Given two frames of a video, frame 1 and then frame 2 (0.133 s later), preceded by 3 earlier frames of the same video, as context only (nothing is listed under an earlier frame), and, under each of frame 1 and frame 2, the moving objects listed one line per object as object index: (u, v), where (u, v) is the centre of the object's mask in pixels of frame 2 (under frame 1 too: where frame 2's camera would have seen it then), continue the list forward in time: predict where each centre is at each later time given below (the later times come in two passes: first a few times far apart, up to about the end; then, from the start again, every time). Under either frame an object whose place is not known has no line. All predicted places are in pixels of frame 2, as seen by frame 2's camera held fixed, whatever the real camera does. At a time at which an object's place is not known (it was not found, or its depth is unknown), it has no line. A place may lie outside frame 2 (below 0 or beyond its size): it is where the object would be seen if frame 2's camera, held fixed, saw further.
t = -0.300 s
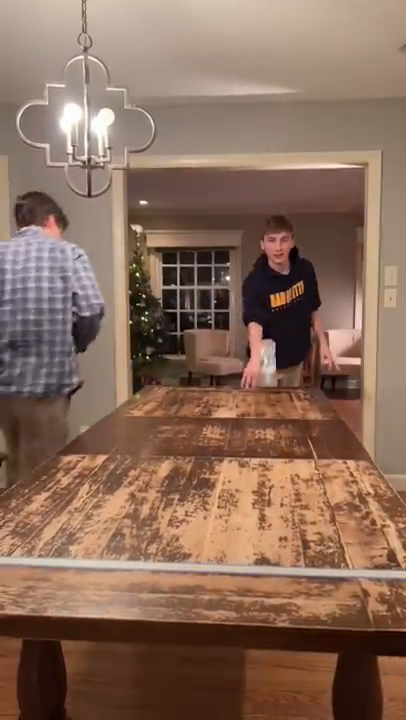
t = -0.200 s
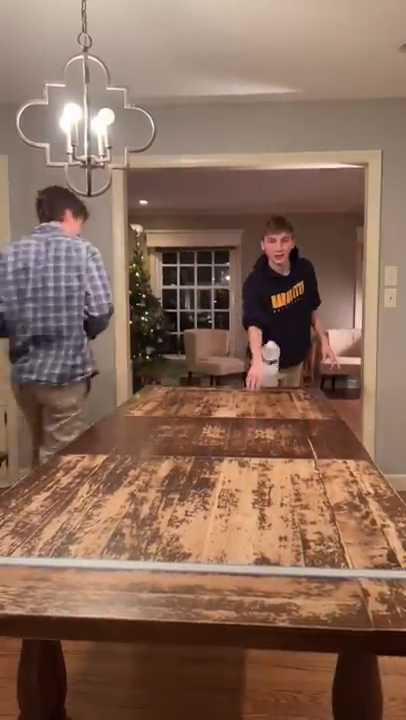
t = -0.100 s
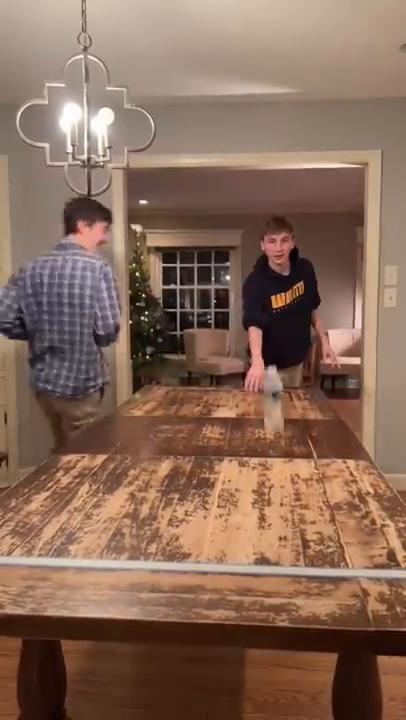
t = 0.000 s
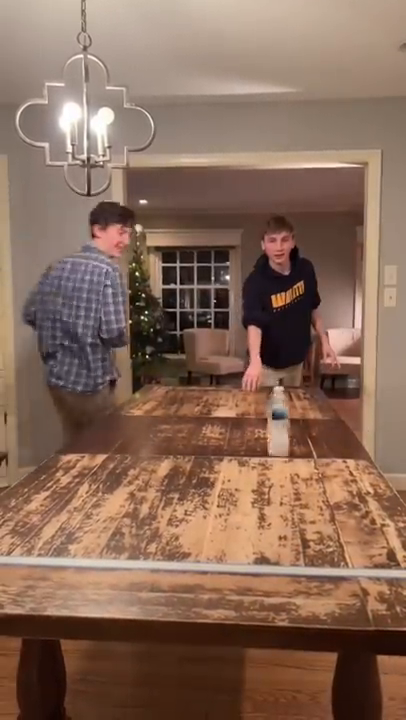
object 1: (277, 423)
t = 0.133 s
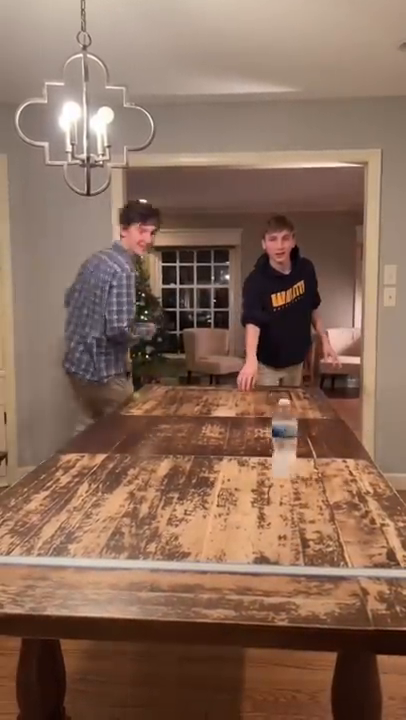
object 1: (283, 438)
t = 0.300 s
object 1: (294, 468)
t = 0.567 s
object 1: (315, 519)
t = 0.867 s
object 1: (337, 577)
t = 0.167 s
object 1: (285, 445)
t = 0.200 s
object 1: (289, 451)
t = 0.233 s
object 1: (290, 457)
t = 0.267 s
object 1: (293, 462)
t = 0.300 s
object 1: (294, 468)
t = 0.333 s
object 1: (297, 475)
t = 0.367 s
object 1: (299, 480)
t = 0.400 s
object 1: (302, 487)
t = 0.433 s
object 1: (304, 494)
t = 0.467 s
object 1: (306, 499)
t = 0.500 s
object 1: (309, 506)
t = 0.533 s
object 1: (312, 513)
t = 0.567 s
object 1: (315, 519)
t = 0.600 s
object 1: (316, 527)
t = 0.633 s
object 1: (320, 532)
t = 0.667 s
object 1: (322, 536)
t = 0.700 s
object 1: (324, 540)
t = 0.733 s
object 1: (327, 547)
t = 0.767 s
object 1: (329, 553)
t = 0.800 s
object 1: (331, 557)
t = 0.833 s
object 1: (335, 568)
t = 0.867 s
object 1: (337, 577)
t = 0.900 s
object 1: (340, 593)
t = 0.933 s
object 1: (343, 622)
